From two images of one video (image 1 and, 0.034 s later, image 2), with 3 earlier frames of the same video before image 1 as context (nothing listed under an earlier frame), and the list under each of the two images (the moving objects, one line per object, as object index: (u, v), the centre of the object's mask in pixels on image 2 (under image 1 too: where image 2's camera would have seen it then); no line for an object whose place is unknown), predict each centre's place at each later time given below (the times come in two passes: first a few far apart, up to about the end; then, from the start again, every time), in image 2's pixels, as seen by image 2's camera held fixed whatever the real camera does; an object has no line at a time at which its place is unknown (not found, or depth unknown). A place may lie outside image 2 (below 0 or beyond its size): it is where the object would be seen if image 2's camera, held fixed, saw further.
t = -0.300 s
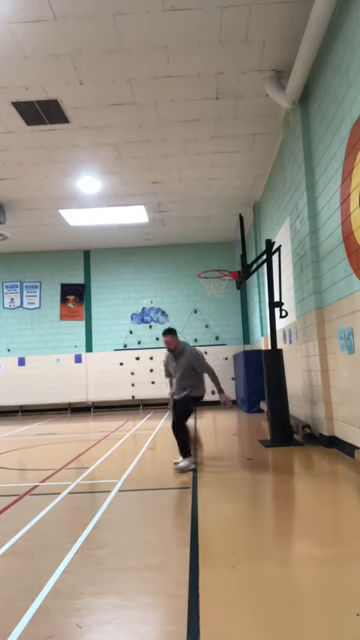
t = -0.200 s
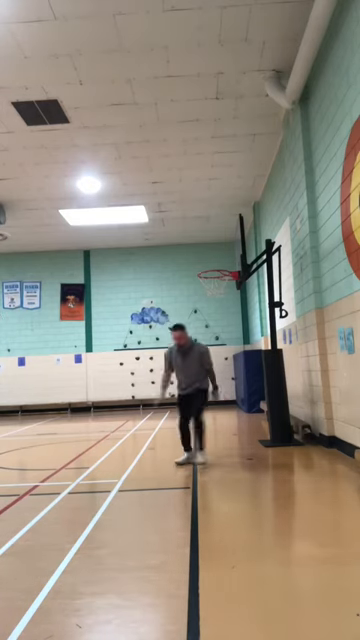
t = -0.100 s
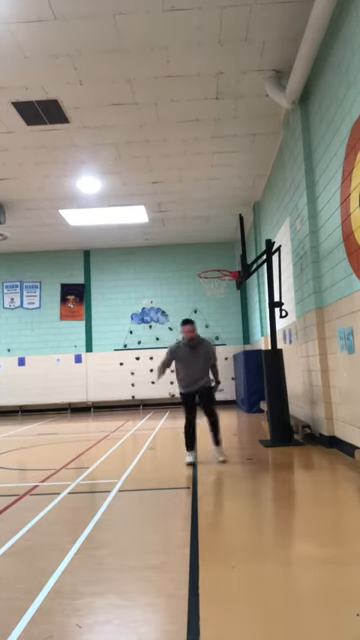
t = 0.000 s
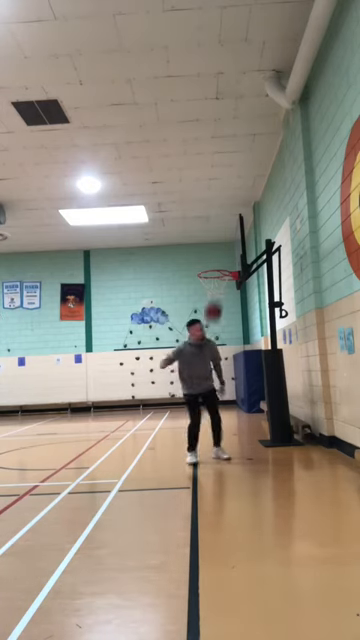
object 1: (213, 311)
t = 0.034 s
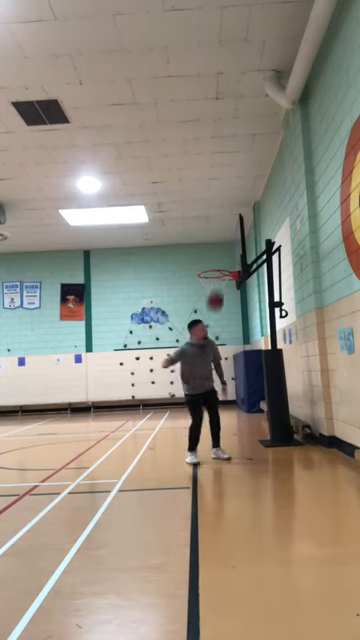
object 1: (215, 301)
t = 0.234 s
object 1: (228, 254)
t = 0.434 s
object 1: (221, 241)
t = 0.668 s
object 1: (207, 259)
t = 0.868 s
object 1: (222, 283)
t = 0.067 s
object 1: (217, 291)
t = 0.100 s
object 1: (219, 282)
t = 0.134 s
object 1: (221, 274)
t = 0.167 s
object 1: (223, 266)
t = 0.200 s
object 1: (226, 260)
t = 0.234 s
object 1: (228, 254)
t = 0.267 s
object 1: (230, 250)
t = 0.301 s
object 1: (230, 246)
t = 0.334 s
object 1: (228, 244)
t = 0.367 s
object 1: (225, 243)
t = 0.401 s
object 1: (223, 242)
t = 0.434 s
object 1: (221, 241)
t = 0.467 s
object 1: (219, 242)
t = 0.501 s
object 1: (217, 243)
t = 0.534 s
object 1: (215, 245)
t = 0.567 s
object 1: (213, 247)
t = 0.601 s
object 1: (211, 250)
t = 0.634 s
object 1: (209, 254)
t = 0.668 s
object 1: (207, 259)
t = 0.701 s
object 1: (205, 264)
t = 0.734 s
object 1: (204, 270)
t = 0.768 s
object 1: (208, 272)
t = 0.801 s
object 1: (214, 276)
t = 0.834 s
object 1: (218, 279)
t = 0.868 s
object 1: (222, 283)
